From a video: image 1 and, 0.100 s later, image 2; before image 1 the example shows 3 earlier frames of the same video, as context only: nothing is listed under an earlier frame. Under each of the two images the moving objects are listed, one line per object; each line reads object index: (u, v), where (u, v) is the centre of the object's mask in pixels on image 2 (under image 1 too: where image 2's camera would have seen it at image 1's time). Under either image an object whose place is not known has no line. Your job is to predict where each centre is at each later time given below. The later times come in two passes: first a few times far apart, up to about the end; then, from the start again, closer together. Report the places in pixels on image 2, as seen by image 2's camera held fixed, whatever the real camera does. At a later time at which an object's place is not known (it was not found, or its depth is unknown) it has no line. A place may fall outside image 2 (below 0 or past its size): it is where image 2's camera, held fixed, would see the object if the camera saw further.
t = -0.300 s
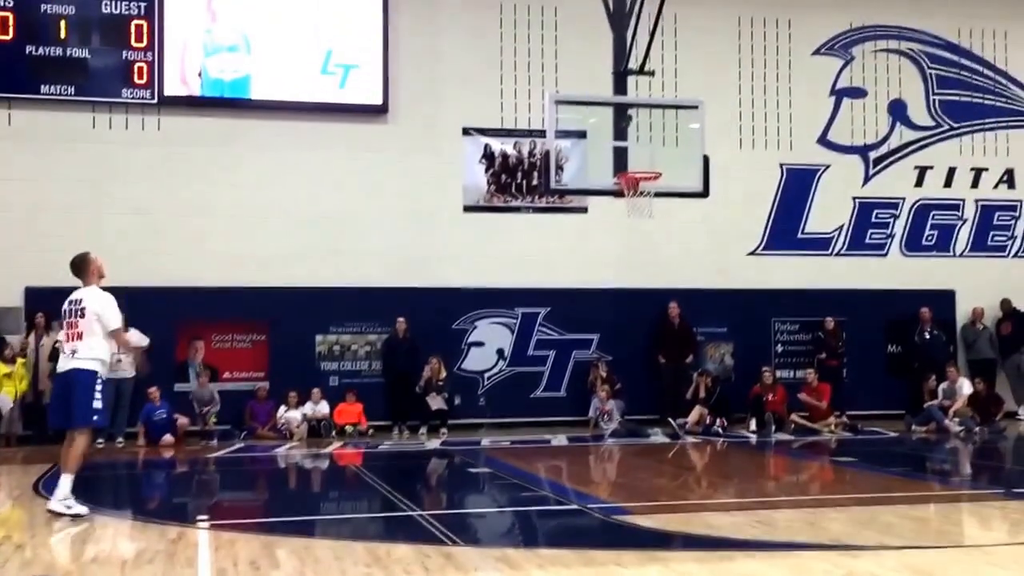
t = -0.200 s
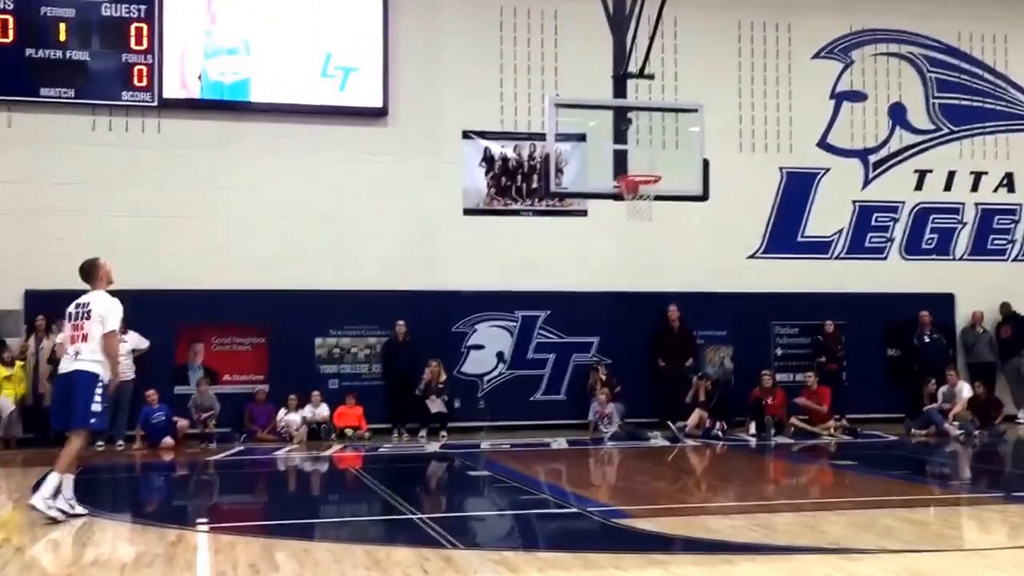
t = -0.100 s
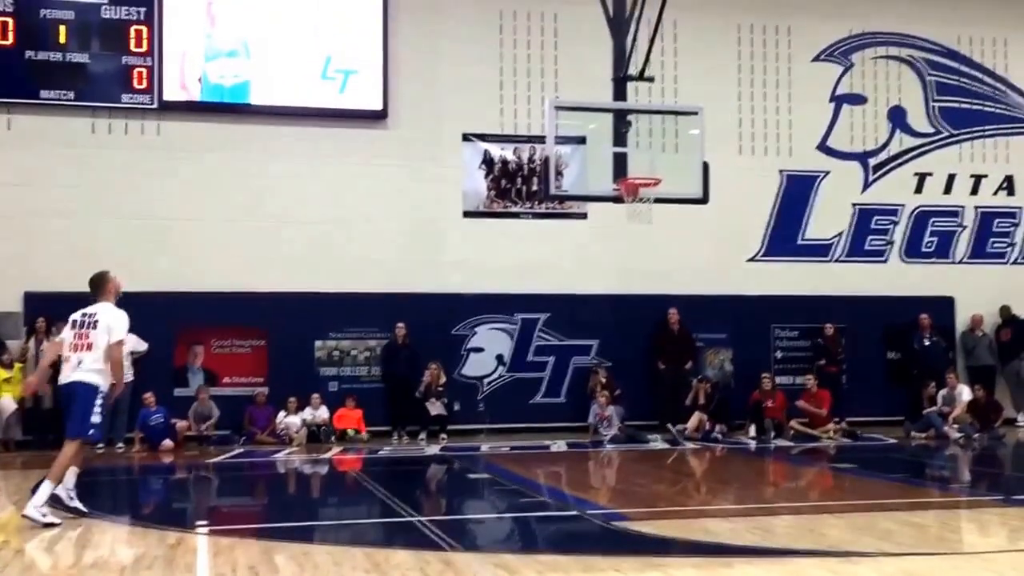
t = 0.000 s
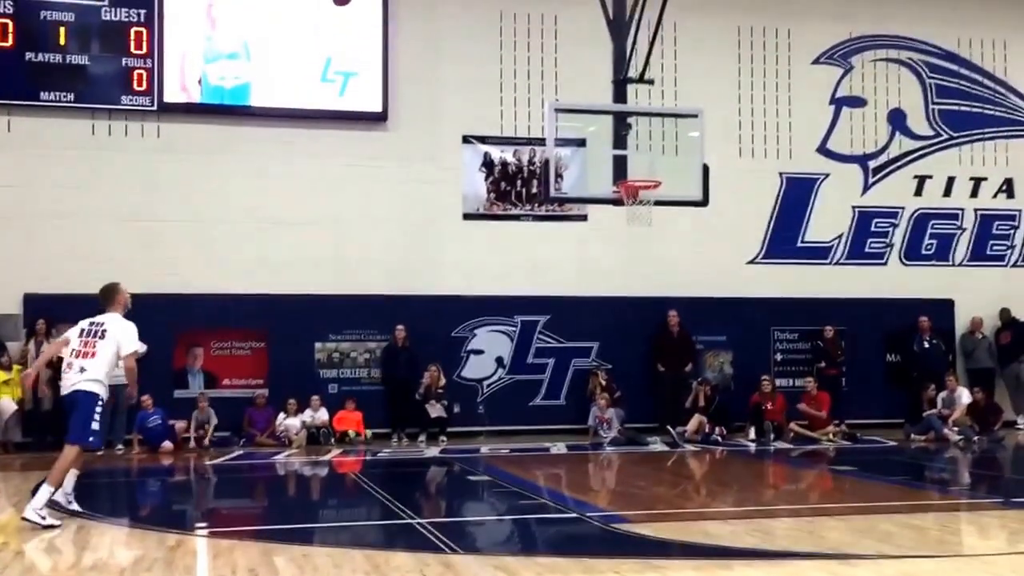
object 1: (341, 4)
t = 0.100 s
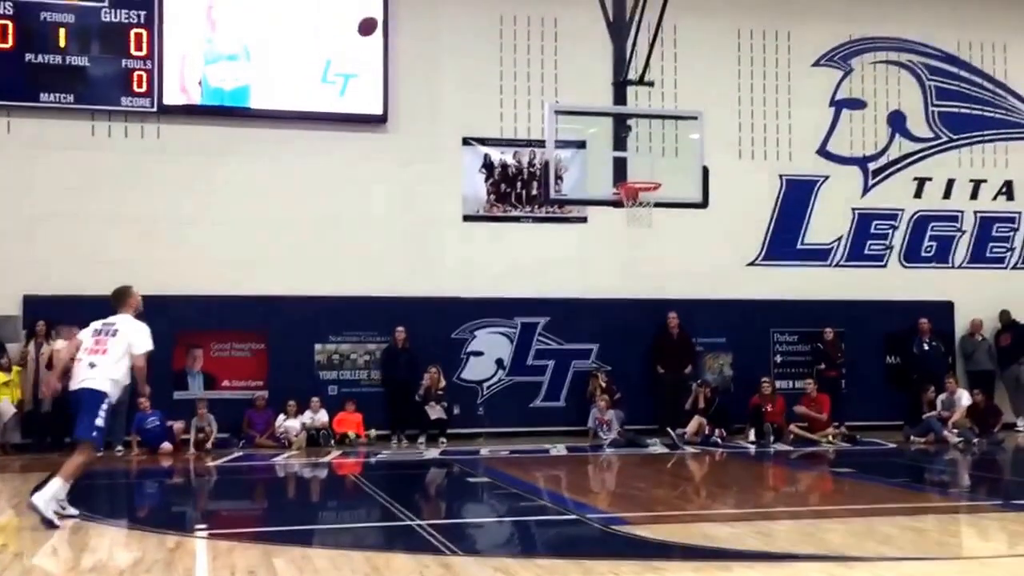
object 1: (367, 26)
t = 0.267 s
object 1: (407, 97)
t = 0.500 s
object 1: (461, 243)
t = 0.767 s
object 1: (520, 469)
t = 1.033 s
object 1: (531, 322)
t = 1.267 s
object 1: (538, 249)
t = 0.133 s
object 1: (376, 39)
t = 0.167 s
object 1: (386, 52)
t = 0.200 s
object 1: (394, 66)
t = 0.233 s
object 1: (400, 81)
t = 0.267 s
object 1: (407, 97)
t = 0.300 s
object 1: (415, 115)
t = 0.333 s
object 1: (423, 134)
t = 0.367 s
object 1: (431, 154)
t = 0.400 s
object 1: (438, 174)
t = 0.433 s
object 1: (446, 196)
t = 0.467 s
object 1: (453, 219)
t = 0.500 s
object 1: (461, 243)
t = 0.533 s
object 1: (468, 266)
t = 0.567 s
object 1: (475, 288)
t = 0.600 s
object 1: (484, 316)
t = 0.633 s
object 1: (490, 344)
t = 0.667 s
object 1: (499, 371)
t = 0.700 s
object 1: (505, 404)
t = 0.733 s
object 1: (513, 433)
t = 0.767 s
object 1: (520, 469)
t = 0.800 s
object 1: (521, 462)
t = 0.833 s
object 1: (523, 433)
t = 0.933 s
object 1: (525, 373)
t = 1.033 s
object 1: (531, 322)
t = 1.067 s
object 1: (531, 309)
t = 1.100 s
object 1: (531, 295)
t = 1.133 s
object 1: (535, 286)
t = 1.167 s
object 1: (536, 275)
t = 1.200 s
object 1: (537, 265)
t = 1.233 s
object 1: (535, 257)
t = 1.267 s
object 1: (538, 249)
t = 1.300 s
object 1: (539, 243)
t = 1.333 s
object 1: (539, 238)
